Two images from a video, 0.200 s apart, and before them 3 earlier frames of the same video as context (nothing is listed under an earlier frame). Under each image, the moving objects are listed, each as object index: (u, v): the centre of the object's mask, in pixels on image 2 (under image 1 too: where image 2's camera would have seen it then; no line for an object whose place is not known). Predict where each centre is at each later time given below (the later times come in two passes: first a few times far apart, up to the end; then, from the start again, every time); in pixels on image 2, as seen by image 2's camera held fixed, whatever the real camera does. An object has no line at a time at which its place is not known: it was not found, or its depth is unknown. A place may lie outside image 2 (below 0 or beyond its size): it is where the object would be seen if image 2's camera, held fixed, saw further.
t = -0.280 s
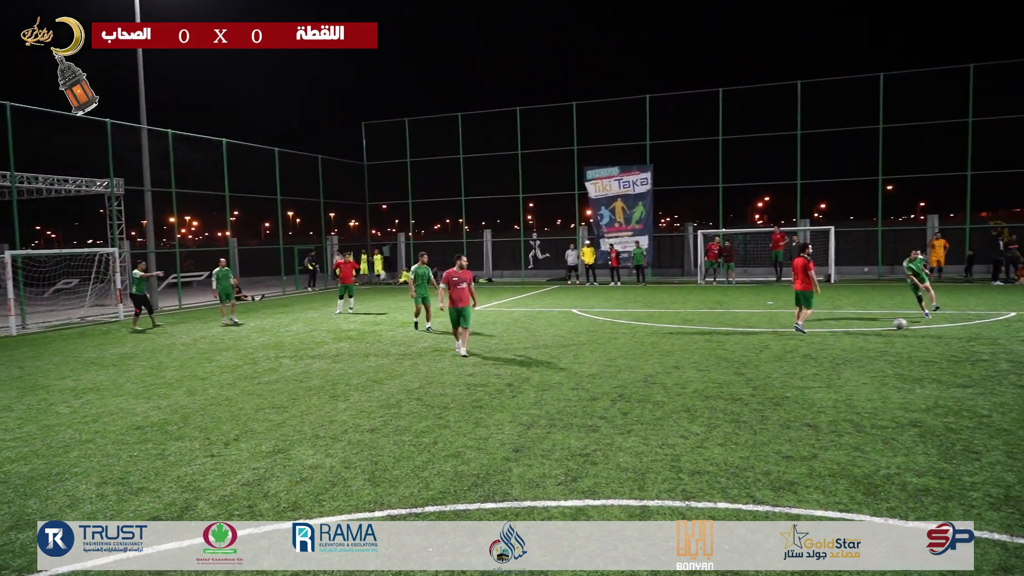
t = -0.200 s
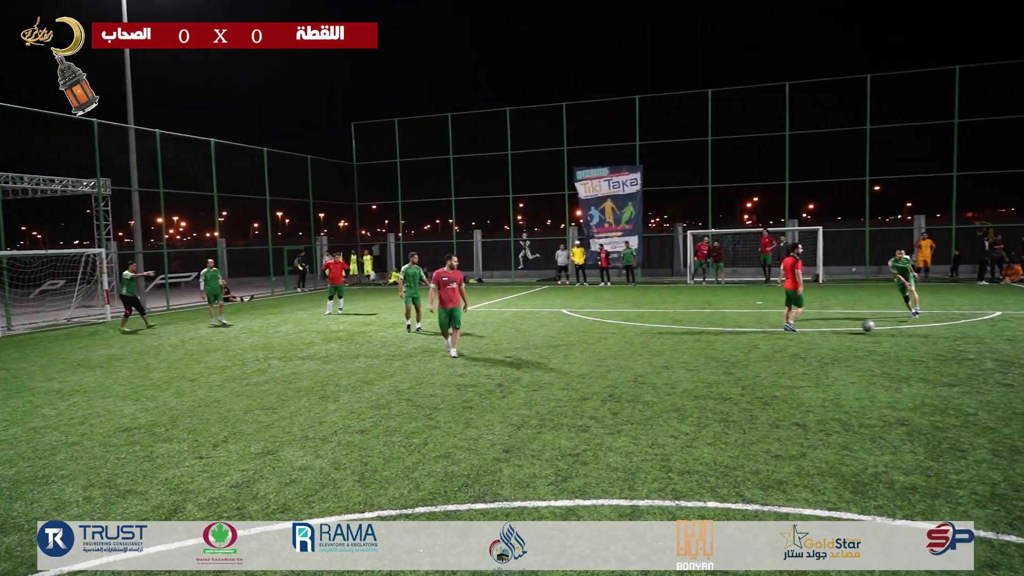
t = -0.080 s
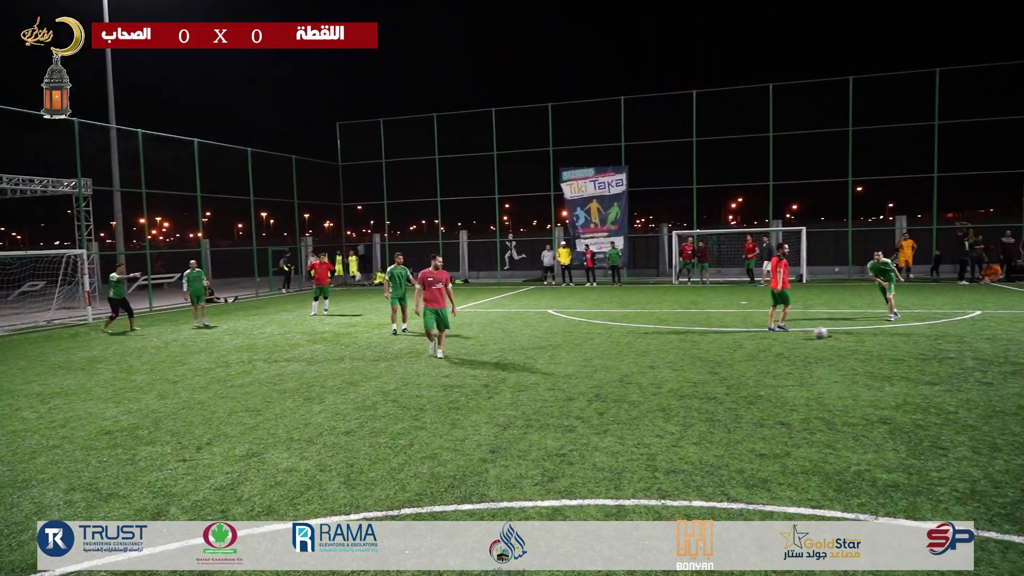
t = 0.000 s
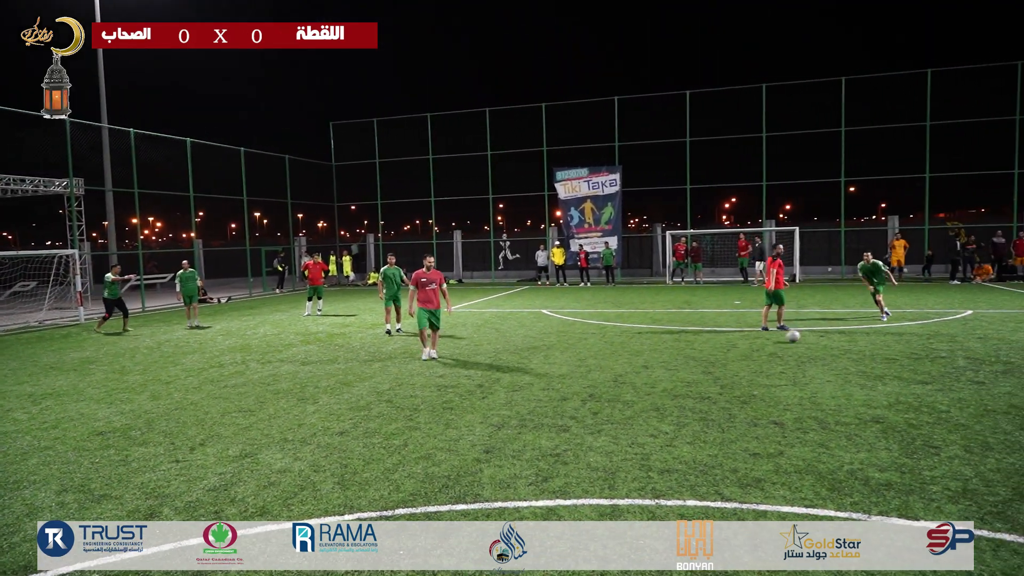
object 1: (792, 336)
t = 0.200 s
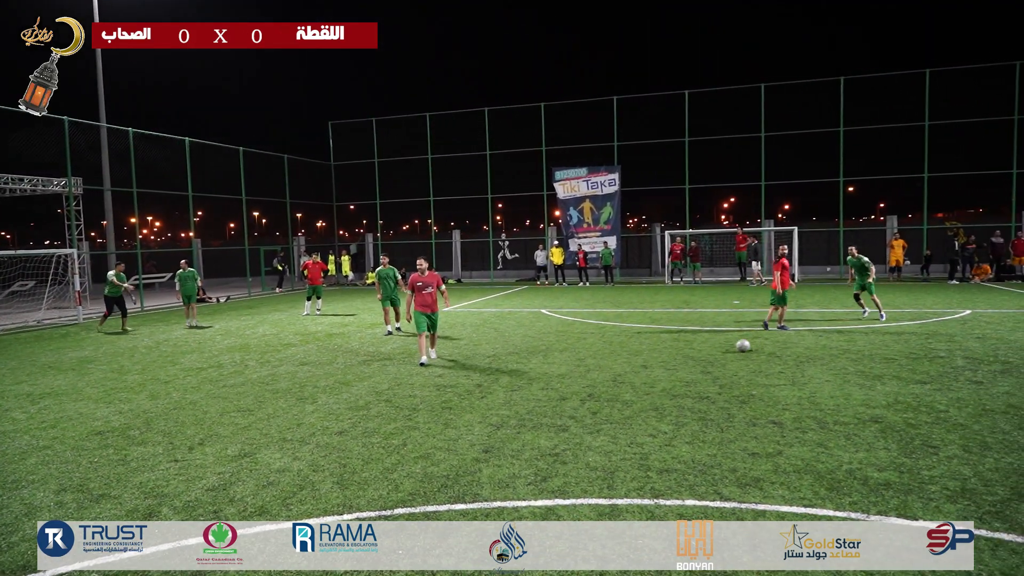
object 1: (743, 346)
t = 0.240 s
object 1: (734, 347)
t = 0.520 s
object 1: (669, 359)
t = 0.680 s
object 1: (630, 366)
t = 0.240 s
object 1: (734, 347)
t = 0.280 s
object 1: (724, 348)
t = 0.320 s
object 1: (715, 351)
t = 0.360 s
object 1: (706, 352)
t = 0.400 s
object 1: (696, 353)
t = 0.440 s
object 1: (688, 356)
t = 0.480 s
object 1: (678, 357)
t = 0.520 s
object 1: (669, 359)
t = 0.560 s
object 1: (659, 361)
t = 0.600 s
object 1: (650, 362)
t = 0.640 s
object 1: (640, 364)
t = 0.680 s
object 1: (630, 366)
